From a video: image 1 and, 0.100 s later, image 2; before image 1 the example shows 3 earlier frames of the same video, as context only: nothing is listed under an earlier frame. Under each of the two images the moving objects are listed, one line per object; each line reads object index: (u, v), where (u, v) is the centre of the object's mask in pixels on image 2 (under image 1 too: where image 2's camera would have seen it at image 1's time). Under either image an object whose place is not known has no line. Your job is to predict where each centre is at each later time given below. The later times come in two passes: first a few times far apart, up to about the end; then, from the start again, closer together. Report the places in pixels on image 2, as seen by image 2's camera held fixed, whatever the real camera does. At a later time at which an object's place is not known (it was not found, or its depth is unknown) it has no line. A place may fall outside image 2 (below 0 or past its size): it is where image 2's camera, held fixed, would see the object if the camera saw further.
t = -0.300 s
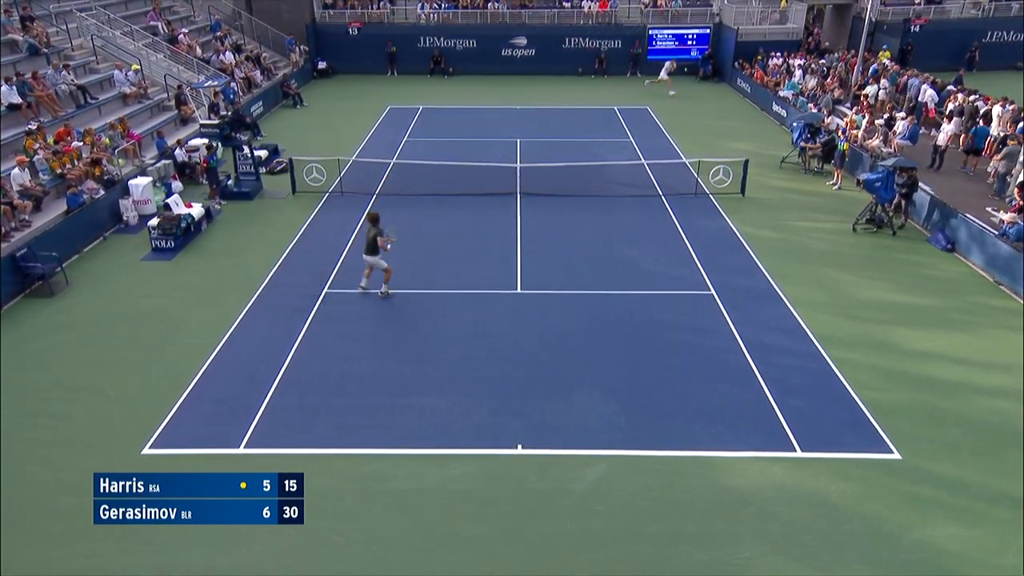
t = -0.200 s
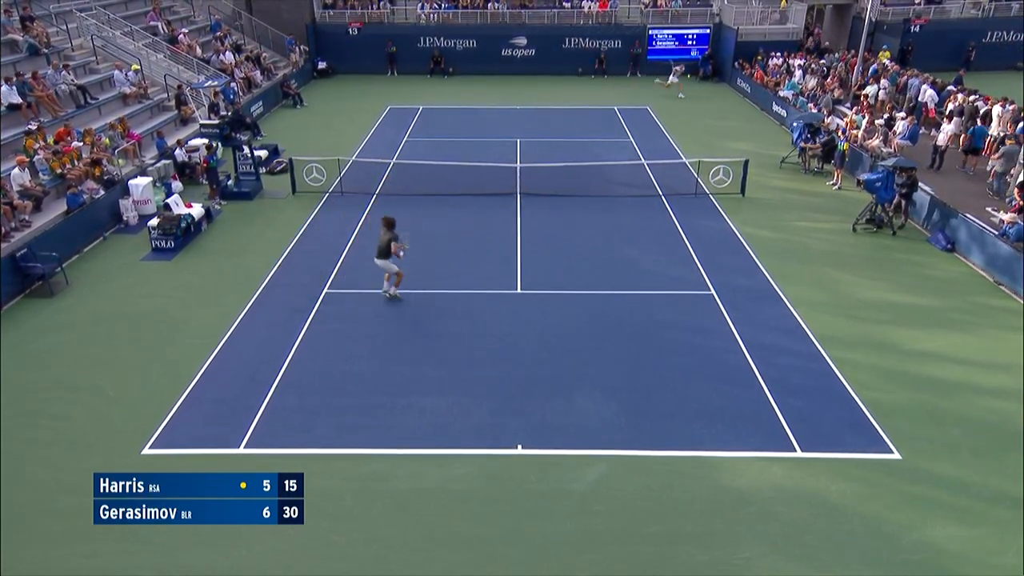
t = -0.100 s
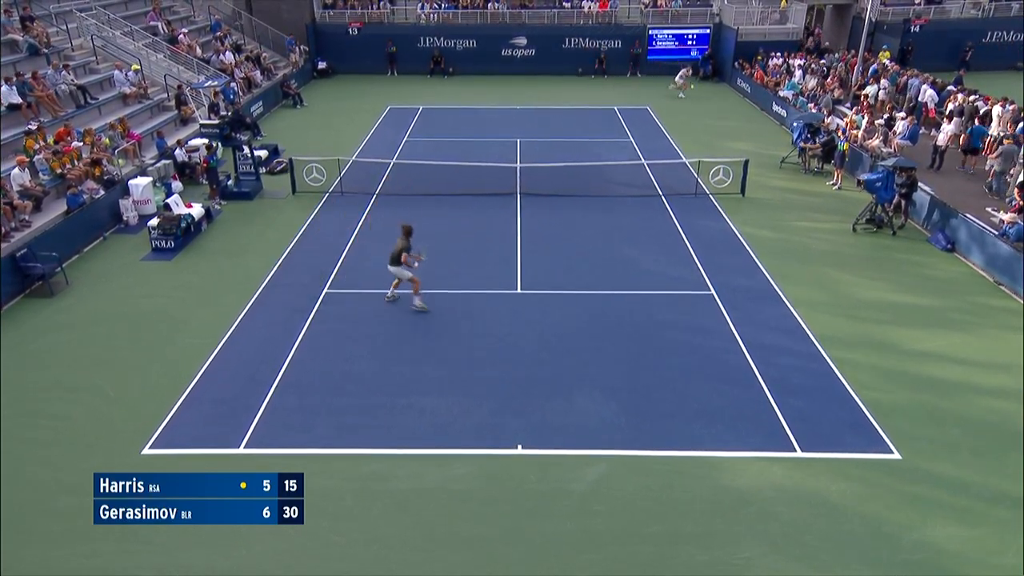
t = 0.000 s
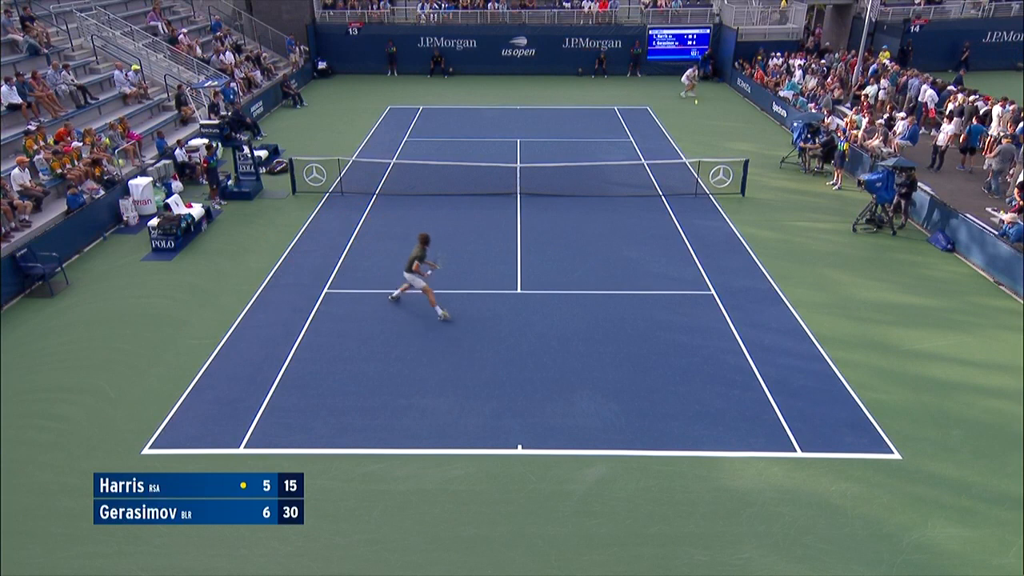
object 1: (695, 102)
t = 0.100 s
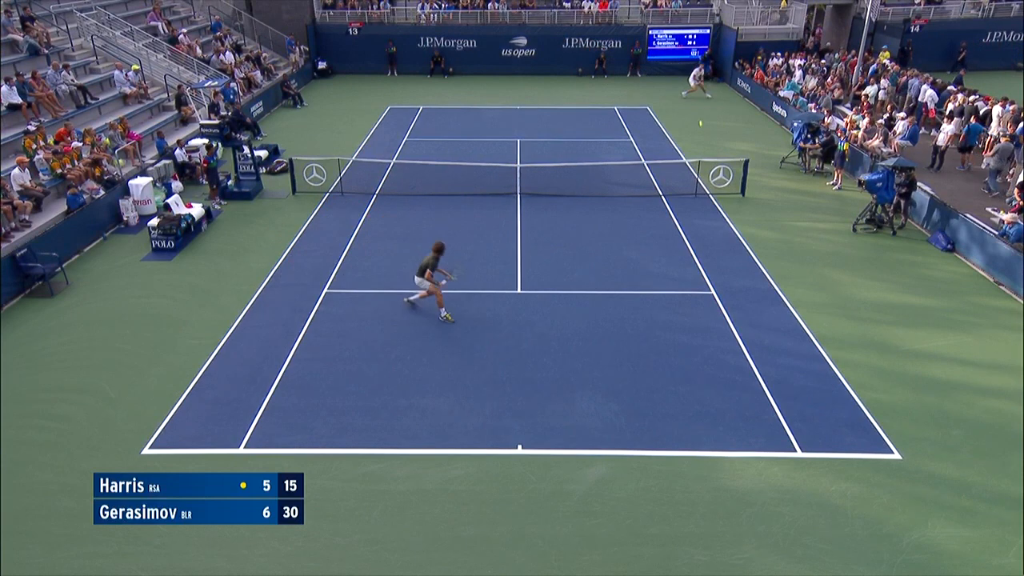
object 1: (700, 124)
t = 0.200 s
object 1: (705, 152)
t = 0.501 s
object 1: (726, 301)
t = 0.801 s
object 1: (760, 429)
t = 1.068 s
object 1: (805, 565)
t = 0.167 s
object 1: (703, 141)
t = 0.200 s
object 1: (705, 152)
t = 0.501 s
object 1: (726, 301)
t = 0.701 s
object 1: (747, 409)
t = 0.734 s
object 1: (751, 414)
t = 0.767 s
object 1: (756, 422)
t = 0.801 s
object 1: (760, 429)
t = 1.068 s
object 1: (805, 565)
